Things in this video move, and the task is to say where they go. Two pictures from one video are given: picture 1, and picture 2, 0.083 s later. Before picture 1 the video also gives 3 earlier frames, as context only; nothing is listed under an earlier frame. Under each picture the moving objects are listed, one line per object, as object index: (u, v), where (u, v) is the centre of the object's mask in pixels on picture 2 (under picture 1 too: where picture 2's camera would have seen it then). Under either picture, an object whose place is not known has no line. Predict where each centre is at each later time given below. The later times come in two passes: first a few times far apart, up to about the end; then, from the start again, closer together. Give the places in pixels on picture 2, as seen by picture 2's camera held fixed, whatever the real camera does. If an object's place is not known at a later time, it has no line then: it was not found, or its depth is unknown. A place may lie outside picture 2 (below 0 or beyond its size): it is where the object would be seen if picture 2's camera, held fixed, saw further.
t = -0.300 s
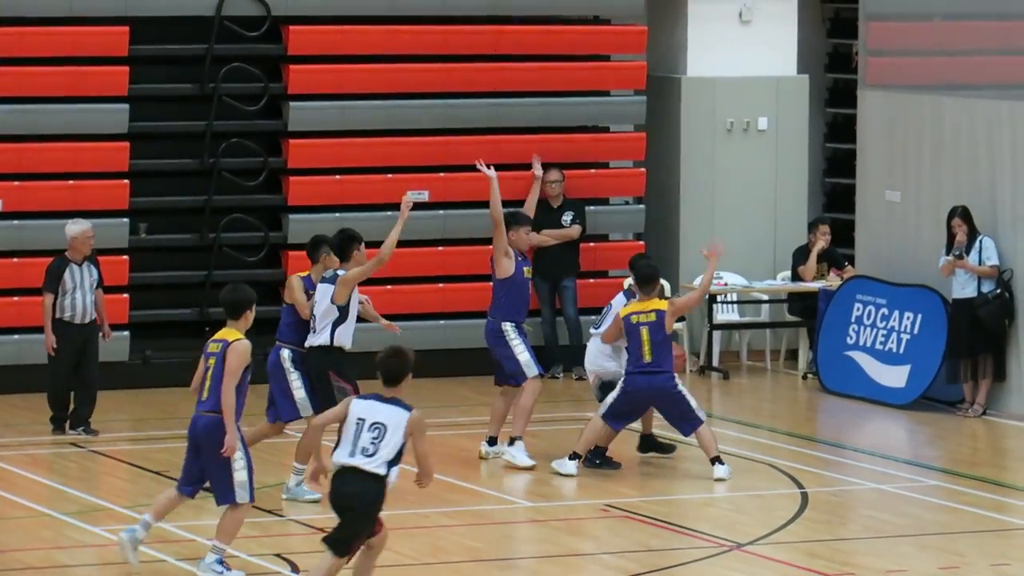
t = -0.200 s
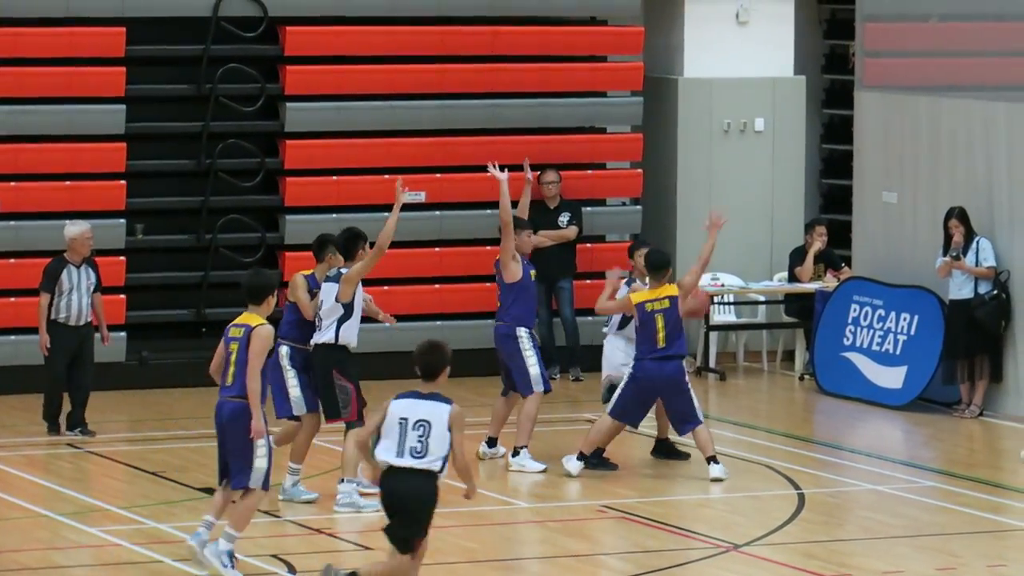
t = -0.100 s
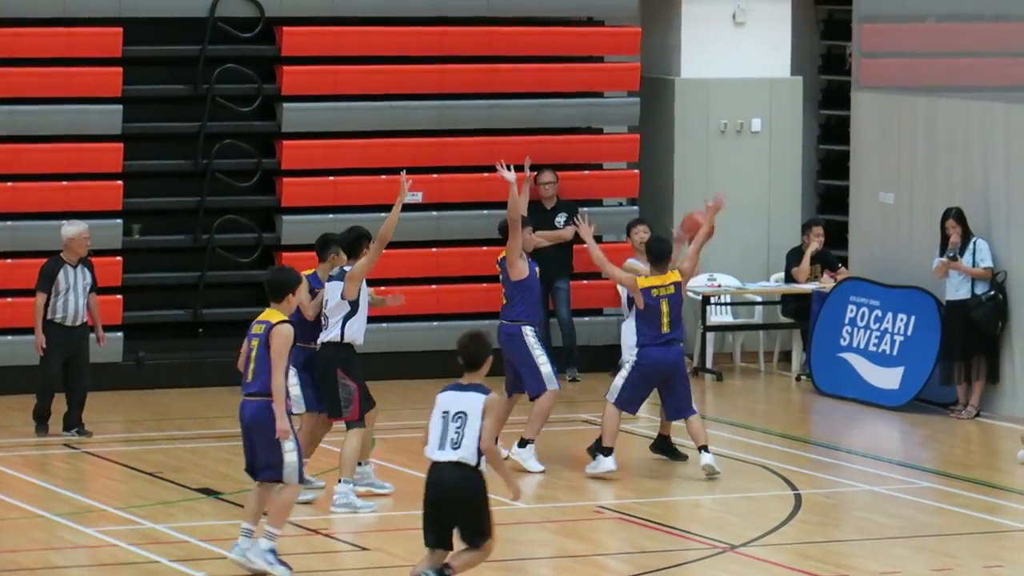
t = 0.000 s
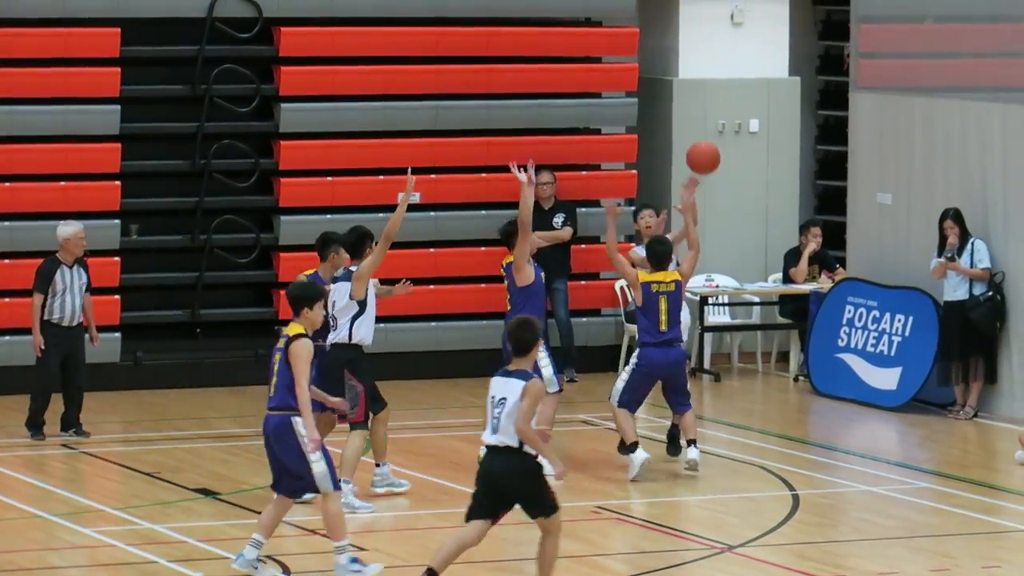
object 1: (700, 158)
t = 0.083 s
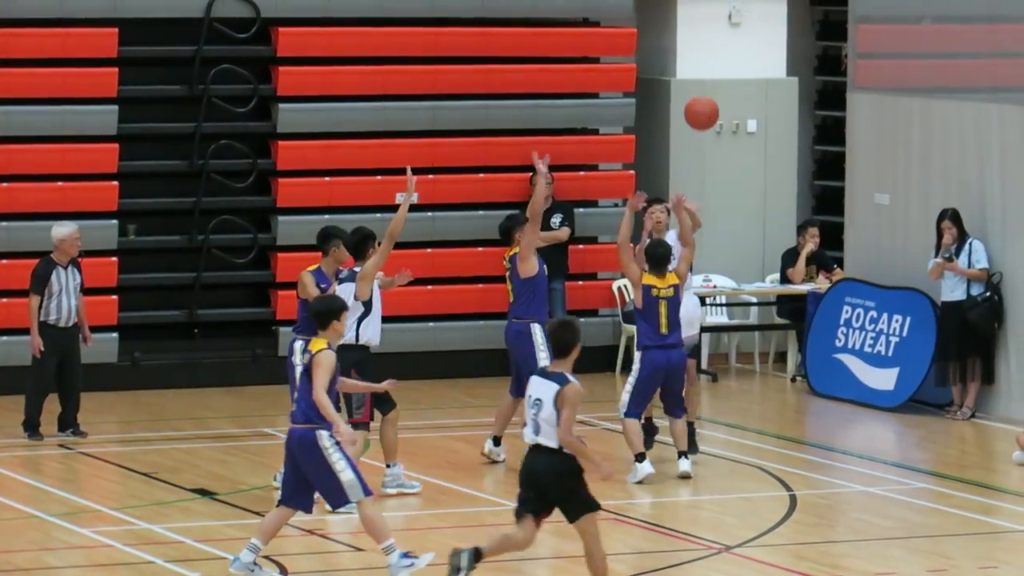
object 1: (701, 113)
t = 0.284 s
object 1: (704, 38)
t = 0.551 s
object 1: (710, 19)
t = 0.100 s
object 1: (702, 105)
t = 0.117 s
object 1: (702, 98)
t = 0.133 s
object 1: (702, 90)
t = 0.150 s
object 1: (702, 83)
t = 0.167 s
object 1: (702, 76)
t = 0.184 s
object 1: (703, 70)
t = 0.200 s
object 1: (703, 64)
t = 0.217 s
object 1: (703, 57)
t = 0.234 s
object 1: (703, 52)
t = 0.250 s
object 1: (703, 47)
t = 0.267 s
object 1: (703, 42)
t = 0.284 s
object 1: (704, 38)
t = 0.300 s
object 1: (704, 34)
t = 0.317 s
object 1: (704, 29)
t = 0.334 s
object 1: (705, 26)
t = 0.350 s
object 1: (705, 24)
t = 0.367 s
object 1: (706, 21)
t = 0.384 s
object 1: (706, 19)
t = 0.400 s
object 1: (707, 17)
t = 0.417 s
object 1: (707, 16)
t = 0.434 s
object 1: (707, 16)
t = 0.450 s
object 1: (708, 15)
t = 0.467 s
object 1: (708, 15)
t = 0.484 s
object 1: (709, 16)
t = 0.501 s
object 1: (709, 16)
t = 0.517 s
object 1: (709, 17)
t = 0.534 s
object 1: (710, 18)
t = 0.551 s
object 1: (710, 19)
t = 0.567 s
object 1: (710, 22)
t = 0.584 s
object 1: (711, 25)
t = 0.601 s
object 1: (711, 28)
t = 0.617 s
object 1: (712, 31)
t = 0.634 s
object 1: (713, 36)
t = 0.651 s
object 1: (713, 40)
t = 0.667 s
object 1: (714, 45)
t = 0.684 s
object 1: (714, 51)
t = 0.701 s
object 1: (715, 57)
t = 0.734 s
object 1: (717, 72)
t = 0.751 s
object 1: (717, 79)
